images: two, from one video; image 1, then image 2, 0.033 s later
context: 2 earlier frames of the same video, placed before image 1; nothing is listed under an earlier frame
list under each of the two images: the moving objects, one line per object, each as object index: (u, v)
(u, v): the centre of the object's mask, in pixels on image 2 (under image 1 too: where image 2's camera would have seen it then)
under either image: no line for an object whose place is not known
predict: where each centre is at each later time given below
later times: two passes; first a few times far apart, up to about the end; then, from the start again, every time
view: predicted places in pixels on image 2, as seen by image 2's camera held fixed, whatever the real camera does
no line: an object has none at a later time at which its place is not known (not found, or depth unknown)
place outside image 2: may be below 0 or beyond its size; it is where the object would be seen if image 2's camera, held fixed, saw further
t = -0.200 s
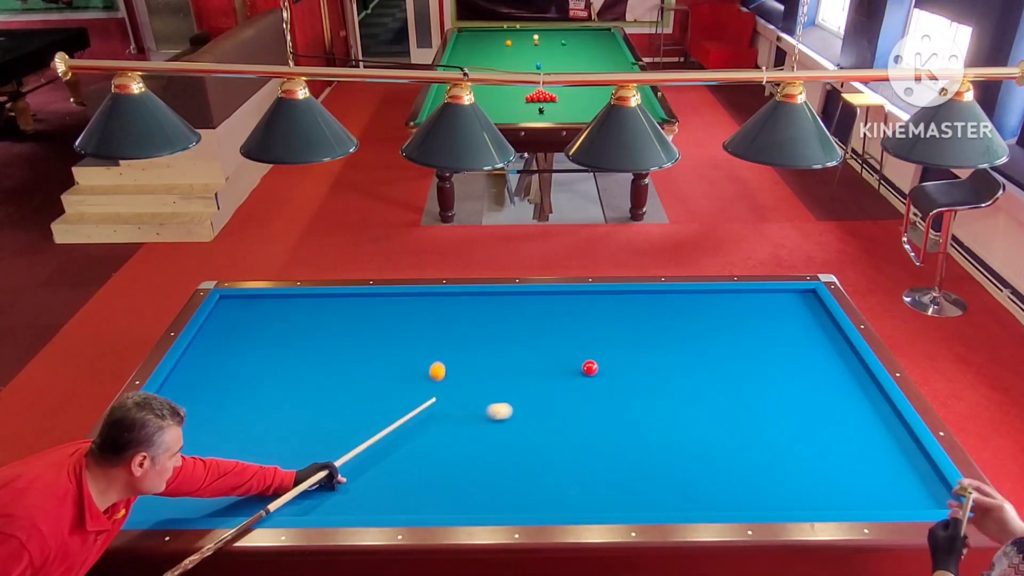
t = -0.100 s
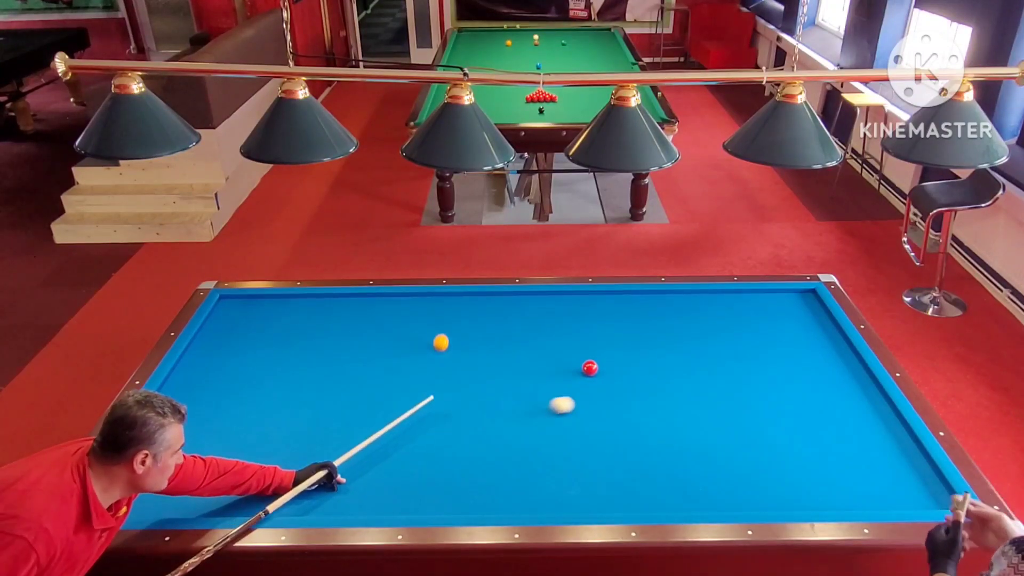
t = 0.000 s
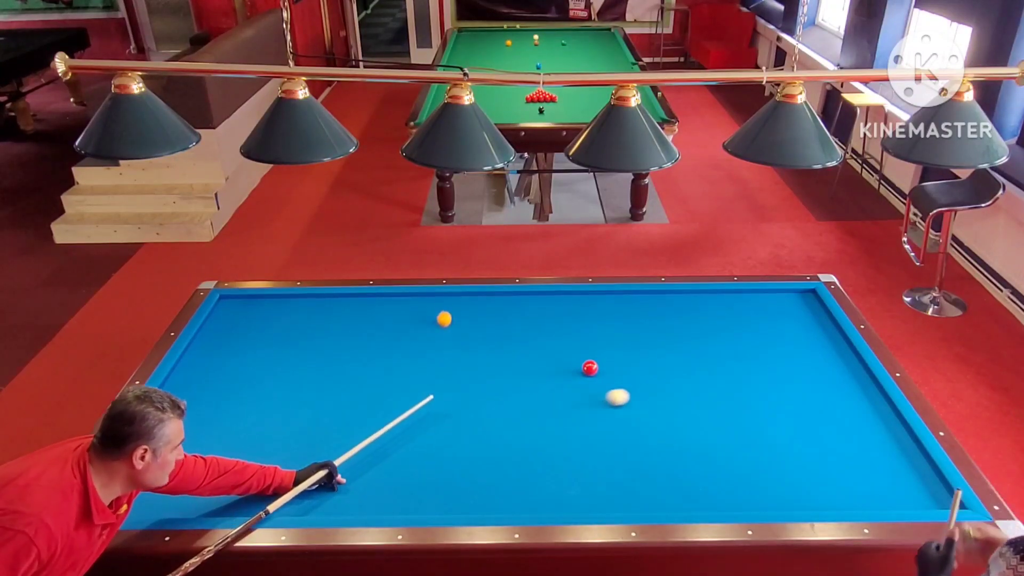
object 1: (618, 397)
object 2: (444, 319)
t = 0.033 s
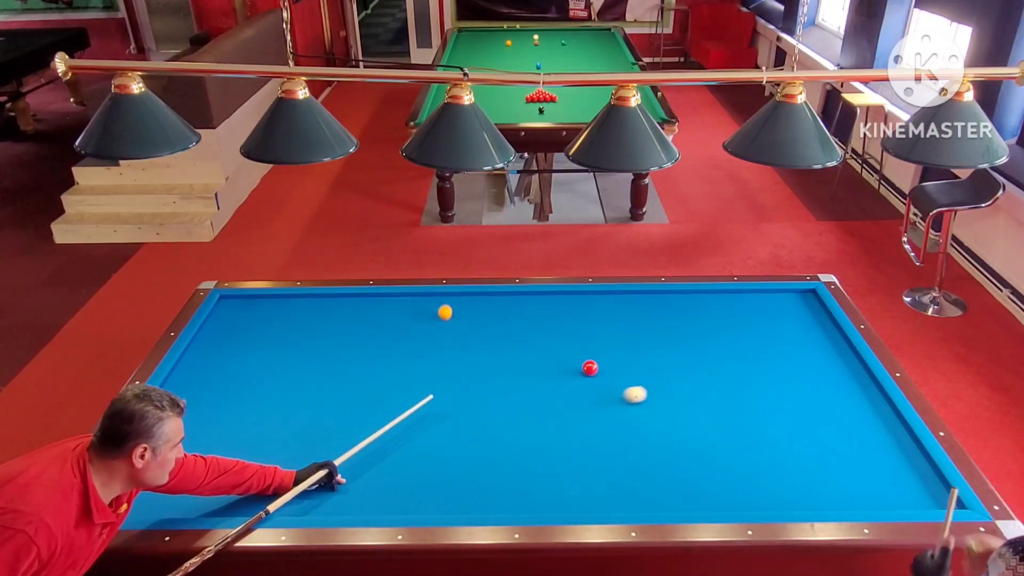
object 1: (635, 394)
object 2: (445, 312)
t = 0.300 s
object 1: (768, 373)
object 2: (446, 320)
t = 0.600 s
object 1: (807, 346)
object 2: (446, 357)
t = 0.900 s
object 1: (704, 314)
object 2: (445, 399)
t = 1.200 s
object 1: (632, 298)
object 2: (444, 446)
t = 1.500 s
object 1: (569, 315)
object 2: (444, 501)
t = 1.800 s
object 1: (502, 332)
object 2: (449, 479)
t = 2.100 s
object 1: (431, 351)
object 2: (456, 450)
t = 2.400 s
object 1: (356, 370)
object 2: (461, 424)
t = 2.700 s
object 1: (277, 391)
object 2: (466, 401)
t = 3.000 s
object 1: (192, 413)
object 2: (470, 380)
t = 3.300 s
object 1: (152, 439)
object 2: (474, 362)
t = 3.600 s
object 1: (179, 469)
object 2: (477, 345)
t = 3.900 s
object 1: (207, 502)
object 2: (480, 330)
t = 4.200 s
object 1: (253, 497)
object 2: (483, 317)
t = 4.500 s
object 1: (301, 478)
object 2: (486, 304)
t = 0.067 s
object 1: (653, 391)
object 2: (446, 306)
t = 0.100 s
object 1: (669, 389)
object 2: (447, 300)
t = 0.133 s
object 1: (686, 386)
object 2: (447, 296)
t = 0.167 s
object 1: (703, 383)
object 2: (447, 301)
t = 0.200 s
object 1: (719, 381)
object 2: (447, 306)
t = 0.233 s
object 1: (736, 379)
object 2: (447, 311)
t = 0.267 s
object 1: (752, 376)
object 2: (446, 316)
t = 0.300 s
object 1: (768, 373)
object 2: (446, 320)
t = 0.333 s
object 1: (784, 371)
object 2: (446, 325)
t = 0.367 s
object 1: (800, 369)
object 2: (446, 329)
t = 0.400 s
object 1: (815, 366)
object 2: (446, 333)
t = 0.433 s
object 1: (831, 364)
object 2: (446, 337)
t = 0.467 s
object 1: (846, 361)
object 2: (446, 341)
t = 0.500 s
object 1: (854, 358)
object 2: (446, 345)
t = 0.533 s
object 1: (838, 354)
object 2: (446, 349)
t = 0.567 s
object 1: (822, 350)
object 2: (446, 353)
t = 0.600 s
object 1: (807, 346)
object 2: (446, 357)
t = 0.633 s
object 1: (792, 342)
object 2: (445, 362)
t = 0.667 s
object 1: (779, 338)
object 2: (445, 366)
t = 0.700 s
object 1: (766, 335)
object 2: (445, 371)
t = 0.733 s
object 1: (754, 331)
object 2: (445, 375)
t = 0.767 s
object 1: (743, 328)
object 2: (445, 380)
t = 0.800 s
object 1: (732, 324)
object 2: (445, 384)
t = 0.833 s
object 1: (723, 320)
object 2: (445, 389)
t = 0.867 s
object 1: (713, 317)
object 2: (445, 394)
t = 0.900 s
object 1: (704, 314)
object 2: (445, 399)
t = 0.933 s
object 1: (695, 311)
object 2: (445, 404)
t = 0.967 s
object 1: (687, 307)
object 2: (445, 409)
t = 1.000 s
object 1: (678, 304)
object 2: (445, 414)
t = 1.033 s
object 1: (669, 301)
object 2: (444, 419)
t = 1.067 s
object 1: (661, 298)
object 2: (444, 424)
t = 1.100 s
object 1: (653, 295)
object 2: (444, 430)
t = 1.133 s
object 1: (645, 293)
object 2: (444, 435)
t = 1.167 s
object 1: (639, 296)
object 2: (444, 441)
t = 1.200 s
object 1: (632, 298)
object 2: (444, 446)
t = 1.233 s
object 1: (625, 300)
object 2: (444, 452)
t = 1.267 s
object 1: (618, 302)
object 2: (444, 458)
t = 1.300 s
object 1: (611, 304)
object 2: (444, 464)
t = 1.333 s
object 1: (604, 306)
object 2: (444, 470)
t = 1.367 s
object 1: (597, 307)
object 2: (444, 476)
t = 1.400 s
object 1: (590, 309)
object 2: (444, 482)
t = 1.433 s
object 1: (583, 311)
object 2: (444, 488)
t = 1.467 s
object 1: (576, 313)
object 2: (444, 495)
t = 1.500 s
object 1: (569, 315)
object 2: (444, 501)
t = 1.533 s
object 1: (562, 317)
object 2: (444, 507)
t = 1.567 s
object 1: (554, 319)
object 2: (444, 506)
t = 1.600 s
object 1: (547, 321)
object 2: (445, 502)
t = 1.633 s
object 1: (540, 323)
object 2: (446, 498)
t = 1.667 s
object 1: (532, 325)
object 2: (447, 493)
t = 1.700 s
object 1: (525, 326)
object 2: (447, 490)
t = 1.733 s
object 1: (517, 328)
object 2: (448, 486)
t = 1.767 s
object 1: (510, 330)
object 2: (449, 483)
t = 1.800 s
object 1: (502, 332)
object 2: (449, 479)
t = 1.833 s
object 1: (494, 334)
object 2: (450, 476)
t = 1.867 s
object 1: (487, 336)
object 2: (451, 472)
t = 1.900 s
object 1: (479, 338)
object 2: (452, 469)
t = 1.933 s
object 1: (471, 340)
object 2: (452, 466)
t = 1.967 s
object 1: (463, 342)
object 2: (453, 463)
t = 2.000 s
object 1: (455, 345)
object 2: (454, 459)
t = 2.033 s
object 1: (447, 347)
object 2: (454, 456)
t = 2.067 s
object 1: (439, 349)
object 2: (455, 453)
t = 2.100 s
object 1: (431, 351)
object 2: (456, 450)
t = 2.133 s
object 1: (423, 353)
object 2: (456, 447)
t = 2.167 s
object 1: (415, 355)
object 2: (457, 444)
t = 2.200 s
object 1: (406, 357)
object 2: (457, 441)
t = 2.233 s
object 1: (398, 359)
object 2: (458, 438)
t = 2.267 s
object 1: (390, 361)
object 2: (459, 435)
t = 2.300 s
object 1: (382, 364)
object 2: (459, 432)
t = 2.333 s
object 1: (373, 366)
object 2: (460, 429)
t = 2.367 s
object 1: (365, 368)
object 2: (460, 427)
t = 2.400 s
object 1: (356, 370)
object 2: (461, 424)
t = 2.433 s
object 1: (347, 372)
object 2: (461, 421)
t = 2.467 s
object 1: (339, 375)
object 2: (462, 419)
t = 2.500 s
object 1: (330, 377)
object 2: (462, 416)
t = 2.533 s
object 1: (321, 380)
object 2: (463, 414)
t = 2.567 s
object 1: (312, 382)
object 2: (464, 411)
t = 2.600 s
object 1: (303, 384)
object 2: (464, 409)
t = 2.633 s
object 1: (294, 386)
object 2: (465, 406)
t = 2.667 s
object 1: (285, 389)
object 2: (465, 404)
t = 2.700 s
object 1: (277, 391)
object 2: (466, 401)
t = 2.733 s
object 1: (267, 393)
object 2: (466, 399)
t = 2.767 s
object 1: (258, 396)
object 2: (467, 396)
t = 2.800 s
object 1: (249, 398)
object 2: (467, 394)
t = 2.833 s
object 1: (240, 400)
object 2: (468, 392)
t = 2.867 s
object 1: (230, 403)
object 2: (468, 389)
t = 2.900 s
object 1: (220, 406)
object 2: (469, 387)
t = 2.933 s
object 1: (211, 408)
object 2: (469, 385)
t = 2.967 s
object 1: (201, 411)
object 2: (469, 383)
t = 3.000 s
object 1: (192, 413)
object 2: (470, 380)
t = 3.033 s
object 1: (182, 416)
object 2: (470, 378)
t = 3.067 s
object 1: (172, 418)
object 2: (471, 376)
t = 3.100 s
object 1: (163, 421)
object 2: (471, 374)
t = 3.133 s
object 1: (152, 423)
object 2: (472, 372)
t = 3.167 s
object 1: (142, 426)
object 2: (472, 370)
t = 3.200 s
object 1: (140, 429)
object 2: (472, 368)
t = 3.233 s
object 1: (145, 432)
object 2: (473, 366)
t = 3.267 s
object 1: (149, 436)
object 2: (473, 364)
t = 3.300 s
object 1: (152, 439)
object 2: (474, 362)
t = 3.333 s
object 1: (155, 442)
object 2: (474, 360)
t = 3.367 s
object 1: (158, 445)
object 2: (474, 358)
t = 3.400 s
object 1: (161, 449)
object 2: (475, 356)
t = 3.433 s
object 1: (164, 452)
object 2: (475, 354)
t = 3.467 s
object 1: (167, 455)
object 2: (475, 352)
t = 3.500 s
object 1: (170, 459)
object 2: (476, 351)
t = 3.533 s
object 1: (172, 462)
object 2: (476, 349)
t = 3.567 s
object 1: (175, 466)
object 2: (477, 347)
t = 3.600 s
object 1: (179, 469)
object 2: (477, 345)
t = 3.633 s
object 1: (182, 472)
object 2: (477, 343)
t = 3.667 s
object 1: (185, 476)
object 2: (478, 342)
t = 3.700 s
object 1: (188, 480)
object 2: (478, 340)
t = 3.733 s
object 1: (191, 483)
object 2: (478, 338)
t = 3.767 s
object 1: (194, 487)
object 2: (479, 337)
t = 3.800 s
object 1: (197, 490)
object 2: (479, 335)
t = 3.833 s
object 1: (201, 494)
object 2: (479, 333)
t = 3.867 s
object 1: (204, 498)
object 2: (480, 332)
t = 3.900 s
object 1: (207, 502)
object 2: (480, 330)
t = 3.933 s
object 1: (211, 505)
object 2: (480, 329)
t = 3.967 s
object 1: (214, 509)
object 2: (481, 327)
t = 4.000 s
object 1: (218, 510)
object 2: (481, 325)
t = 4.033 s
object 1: (224, 508)
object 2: (481, 324)
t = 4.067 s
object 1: (230, 506)
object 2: (482, 322)
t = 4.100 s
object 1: (236, 504)
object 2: (482, 321)
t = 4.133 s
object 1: (242, 502)
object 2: (482, 319)
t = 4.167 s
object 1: (247, 499)
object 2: (483, 318)
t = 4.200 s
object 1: (253, 497)
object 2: (483, 317)
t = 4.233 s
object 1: (258, 495)
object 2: (483, 315)
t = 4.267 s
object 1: (264, 493)
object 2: (484, 314)
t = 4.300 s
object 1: (270, 491)
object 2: (484, 312)
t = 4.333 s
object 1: (275, 489)
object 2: (484, 311)
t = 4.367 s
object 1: (280, 486)
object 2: (484, 310)
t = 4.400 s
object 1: (286, 484)
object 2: (485, 308)
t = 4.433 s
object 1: (291, 482)
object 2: (485, 307)
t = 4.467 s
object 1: (296, 480)
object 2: (485, 306)
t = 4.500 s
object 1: (301, 478)
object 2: (486, 304)
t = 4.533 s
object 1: (306, 476)
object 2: (486, 303)
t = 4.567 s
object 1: (311, 474)
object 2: (486, 302)
